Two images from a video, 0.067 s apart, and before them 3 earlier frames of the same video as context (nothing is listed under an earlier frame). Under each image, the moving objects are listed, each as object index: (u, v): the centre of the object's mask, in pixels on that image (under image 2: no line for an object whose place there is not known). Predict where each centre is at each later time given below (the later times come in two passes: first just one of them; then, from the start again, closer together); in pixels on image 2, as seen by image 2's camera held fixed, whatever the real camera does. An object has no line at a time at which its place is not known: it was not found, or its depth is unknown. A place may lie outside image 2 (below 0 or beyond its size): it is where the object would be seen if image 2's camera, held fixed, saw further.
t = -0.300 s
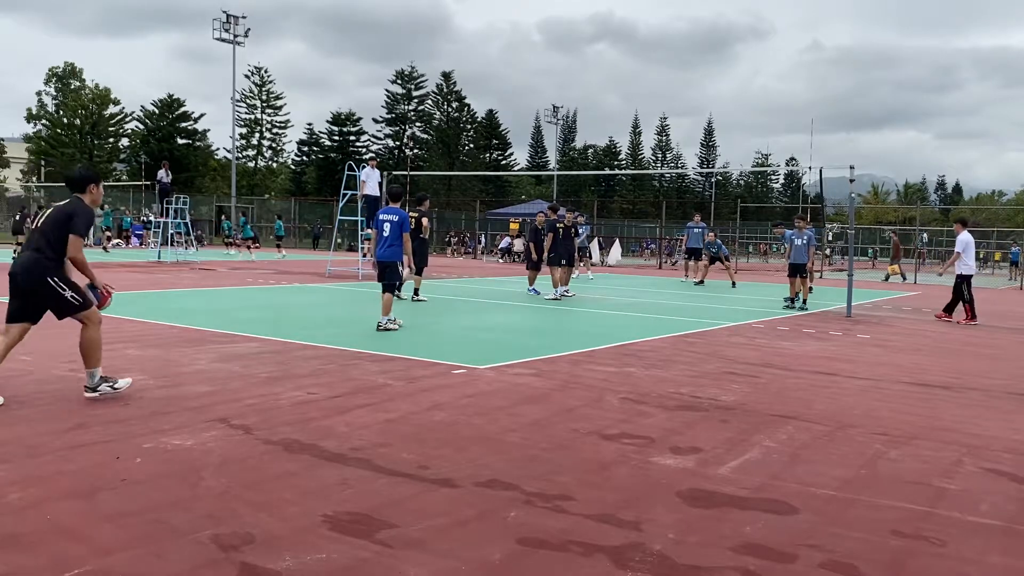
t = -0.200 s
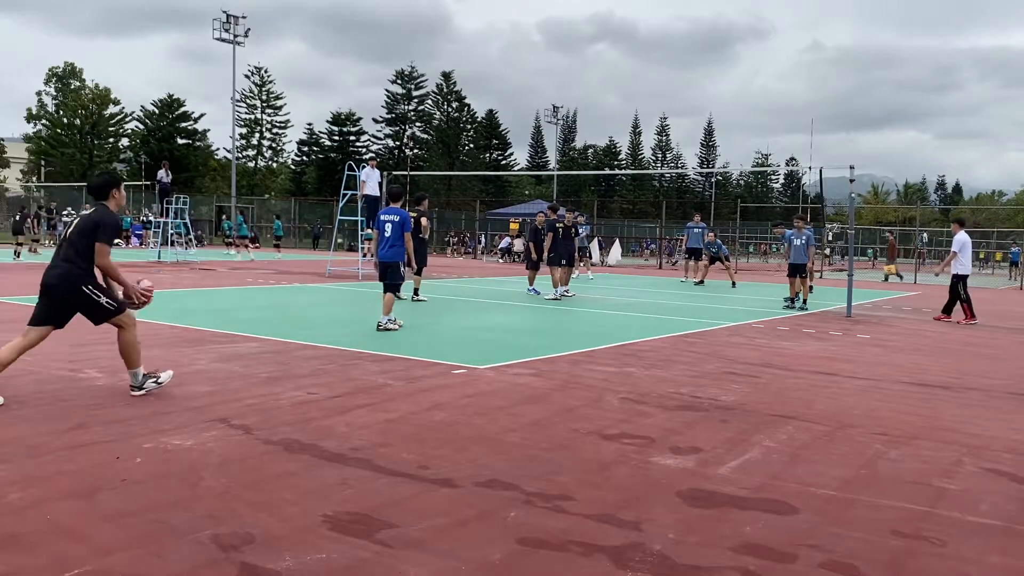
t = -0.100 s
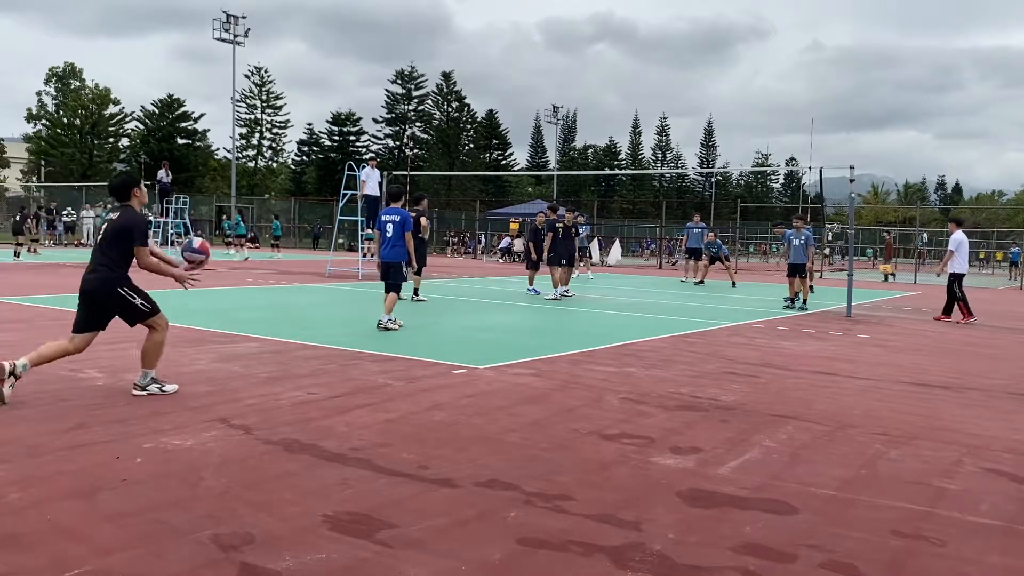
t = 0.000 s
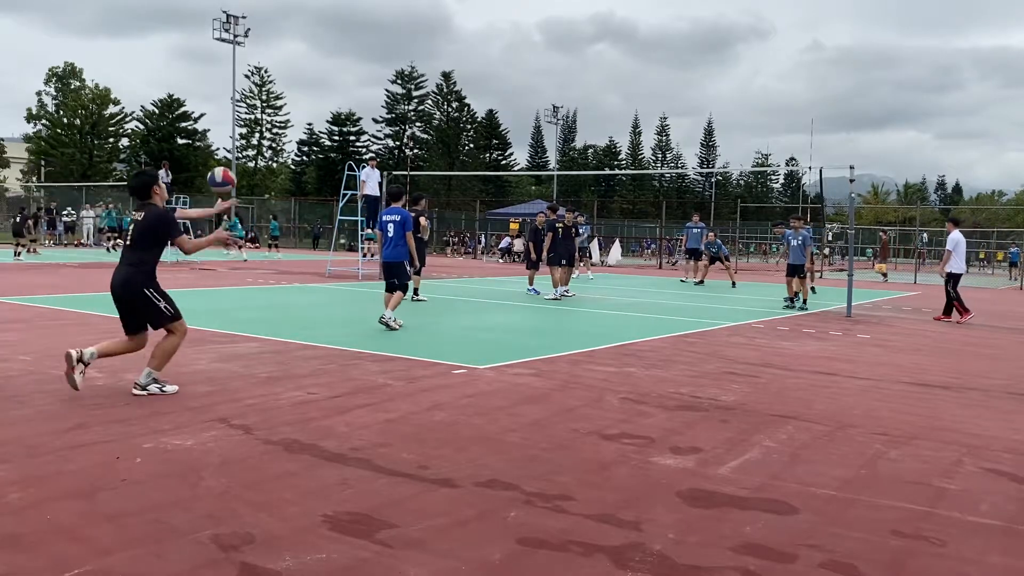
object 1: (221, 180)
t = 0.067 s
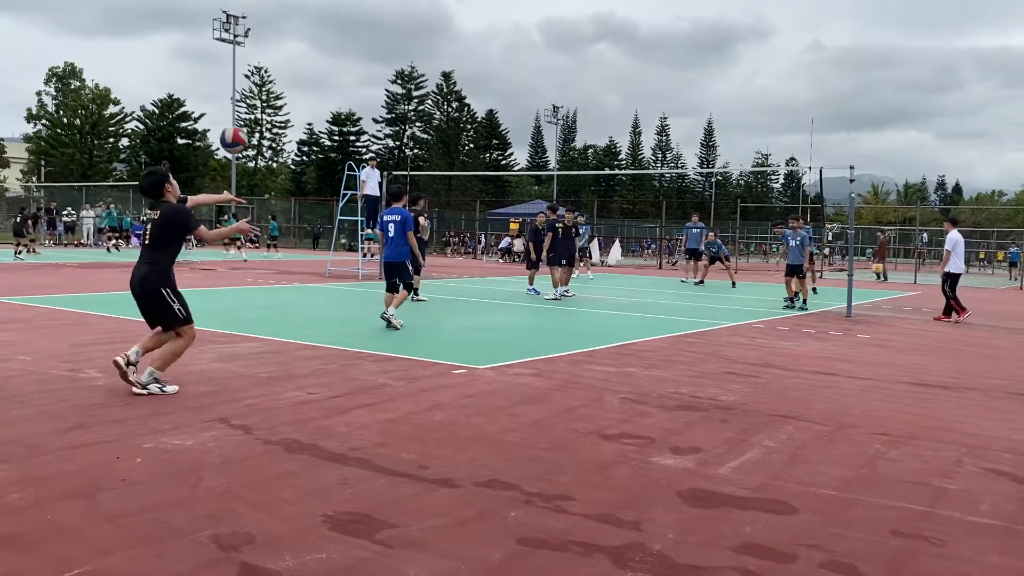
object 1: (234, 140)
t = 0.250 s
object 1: (265, 63)
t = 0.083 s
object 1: (237, 131)
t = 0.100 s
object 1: (239, 122)
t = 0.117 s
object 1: (242, 114)
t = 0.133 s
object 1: (246, 106)
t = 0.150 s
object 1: (247, 99)
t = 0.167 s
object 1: (251, 92)
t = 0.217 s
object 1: (259, 73)
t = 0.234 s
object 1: (262, 68)
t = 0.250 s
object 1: (265, 63)
